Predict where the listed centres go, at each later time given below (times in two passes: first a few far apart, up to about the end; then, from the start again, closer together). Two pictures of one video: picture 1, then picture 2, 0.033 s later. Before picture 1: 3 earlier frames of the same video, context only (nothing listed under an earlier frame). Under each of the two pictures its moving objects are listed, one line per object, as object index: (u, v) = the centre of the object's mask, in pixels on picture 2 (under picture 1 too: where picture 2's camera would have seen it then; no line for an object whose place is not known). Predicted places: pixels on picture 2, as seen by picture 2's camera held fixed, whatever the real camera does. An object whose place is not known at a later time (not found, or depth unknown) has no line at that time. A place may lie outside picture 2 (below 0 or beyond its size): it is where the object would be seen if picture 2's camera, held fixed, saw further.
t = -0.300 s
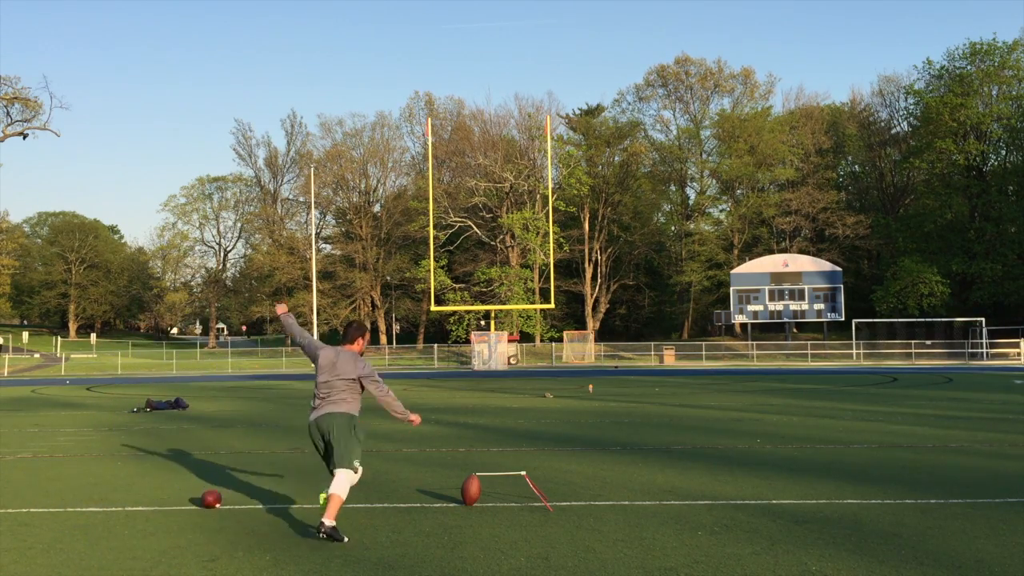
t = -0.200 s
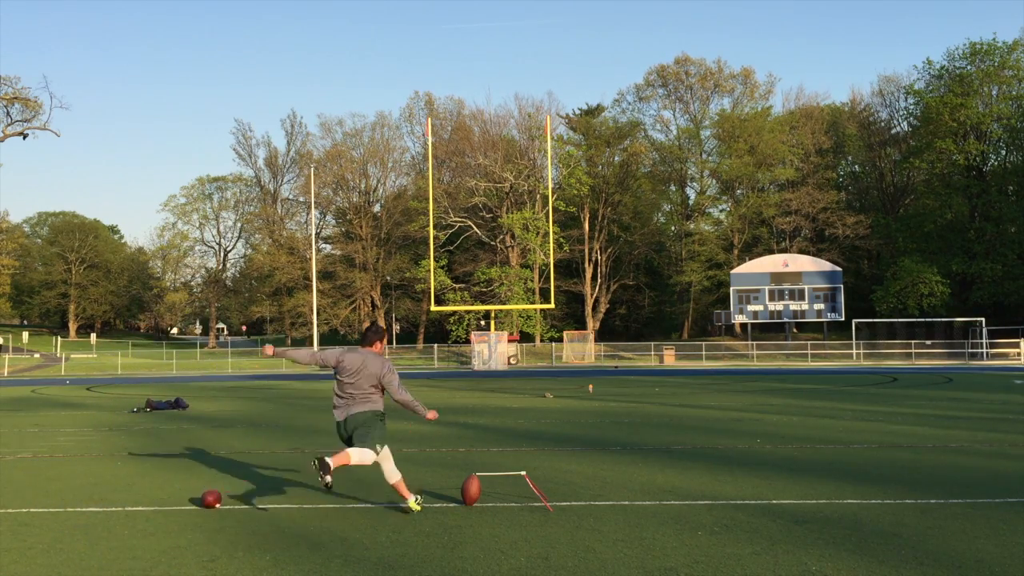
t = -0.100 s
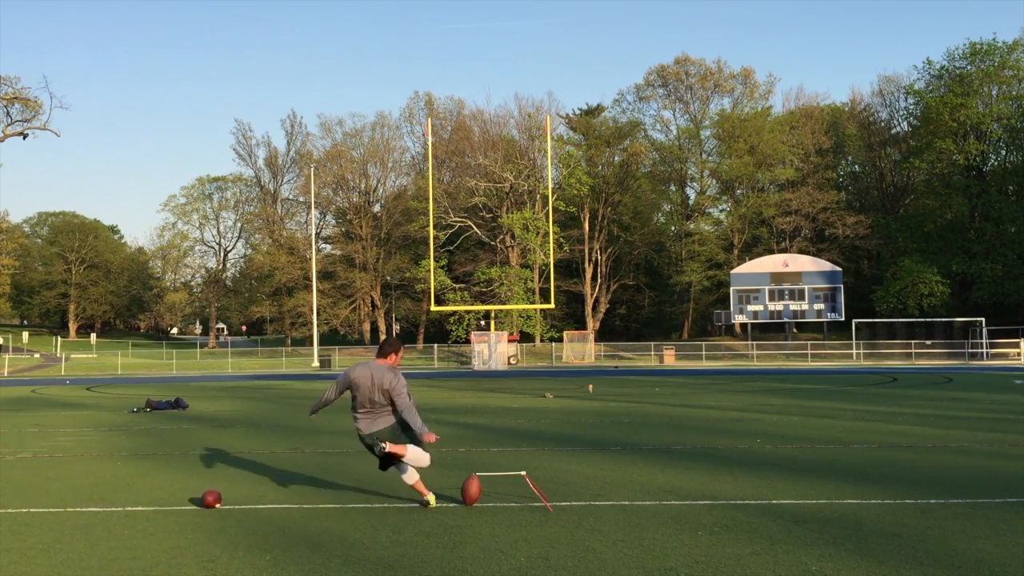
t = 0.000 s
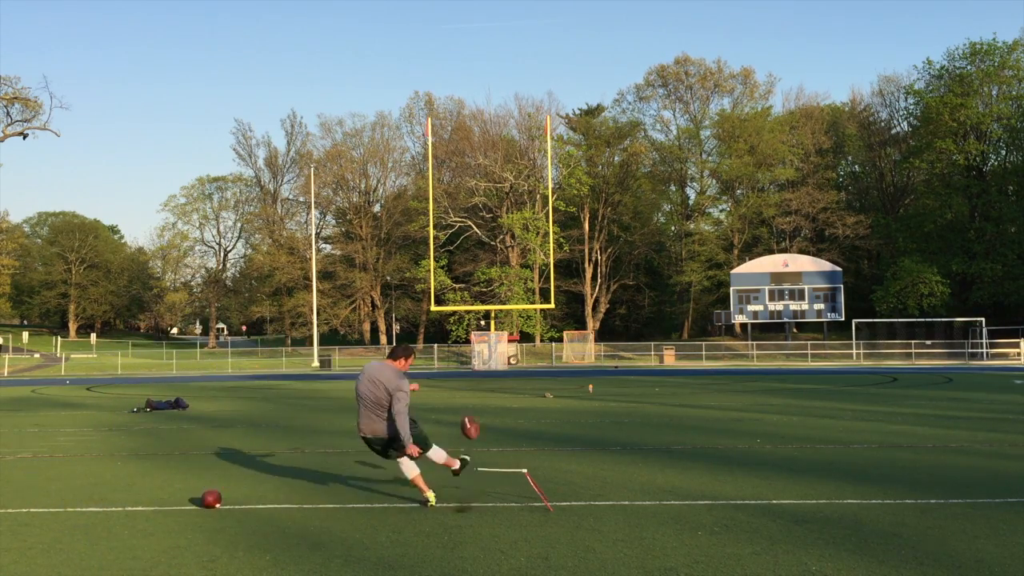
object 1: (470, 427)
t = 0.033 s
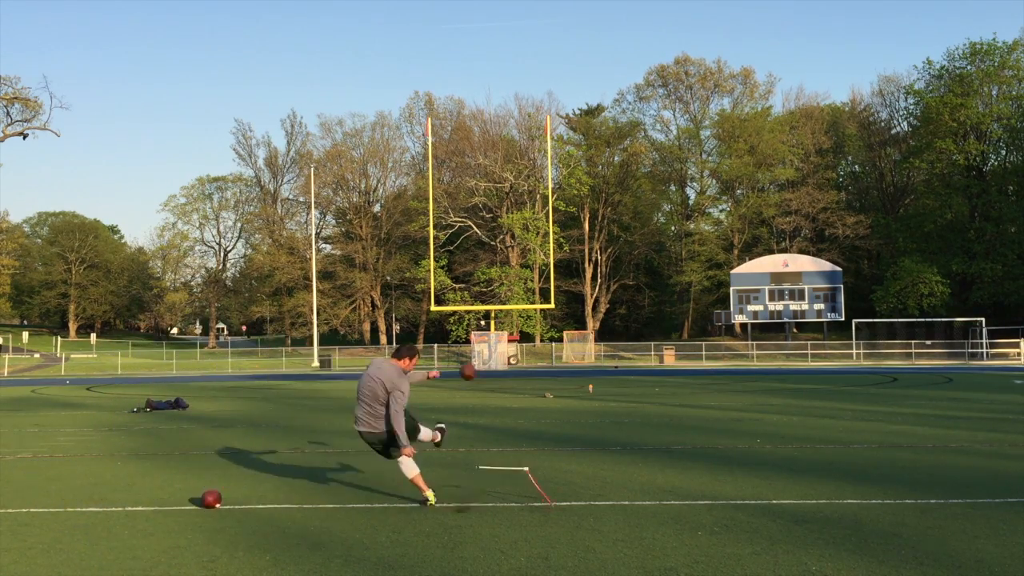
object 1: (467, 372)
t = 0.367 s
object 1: (455, 117)
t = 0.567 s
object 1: (455, 61)
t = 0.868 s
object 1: (453, 27)
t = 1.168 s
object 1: (451, 25)
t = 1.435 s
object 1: (449, 40)
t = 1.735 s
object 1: (448, 71)
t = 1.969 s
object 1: (446, 104)
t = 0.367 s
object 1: (455, 117)
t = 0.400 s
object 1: (455, 105)
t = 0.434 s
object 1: (455, 95)
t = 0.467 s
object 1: (455, 85)
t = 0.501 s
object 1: (455, 76)
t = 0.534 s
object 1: (455, 68)
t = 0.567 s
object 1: (455, 61)
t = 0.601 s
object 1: (455, 55)
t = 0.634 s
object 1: (455, 50)
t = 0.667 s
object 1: (455, 45)
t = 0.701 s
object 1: (454, 41)
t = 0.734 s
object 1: (454, 37)
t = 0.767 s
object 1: (454, 33)
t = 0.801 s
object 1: (454, 31)
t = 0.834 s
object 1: (453, 28)
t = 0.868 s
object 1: (453, 27)
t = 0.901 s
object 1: (453, 25)
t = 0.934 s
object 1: (453, 24)
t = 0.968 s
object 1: (452, 23)
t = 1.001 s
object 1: (452, 23)
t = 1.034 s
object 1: (452, 23)
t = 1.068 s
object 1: (451, 23)
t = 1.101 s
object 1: (451, 23)
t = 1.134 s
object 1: (451, 24)
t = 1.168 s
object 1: (451, 25)
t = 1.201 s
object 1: (451, 26)
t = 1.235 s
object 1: (450, 27)
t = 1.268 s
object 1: (450, 29)
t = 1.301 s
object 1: (450, 31)
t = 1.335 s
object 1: (450, 33)
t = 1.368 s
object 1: (449, 35)
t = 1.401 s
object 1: (449, 38)
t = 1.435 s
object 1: (449, 40)
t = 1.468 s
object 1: (449, 43)
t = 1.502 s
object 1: (449, 46)
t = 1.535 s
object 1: (449, 49)
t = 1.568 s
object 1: (449, 52)
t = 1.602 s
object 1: (448, 56)
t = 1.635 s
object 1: (448, 60)
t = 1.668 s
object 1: (448, 63)
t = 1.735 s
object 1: (448, 71)
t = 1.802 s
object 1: (447, 80)
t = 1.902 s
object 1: (446, 94)
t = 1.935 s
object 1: (445, 99)
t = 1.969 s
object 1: (446, 104)
